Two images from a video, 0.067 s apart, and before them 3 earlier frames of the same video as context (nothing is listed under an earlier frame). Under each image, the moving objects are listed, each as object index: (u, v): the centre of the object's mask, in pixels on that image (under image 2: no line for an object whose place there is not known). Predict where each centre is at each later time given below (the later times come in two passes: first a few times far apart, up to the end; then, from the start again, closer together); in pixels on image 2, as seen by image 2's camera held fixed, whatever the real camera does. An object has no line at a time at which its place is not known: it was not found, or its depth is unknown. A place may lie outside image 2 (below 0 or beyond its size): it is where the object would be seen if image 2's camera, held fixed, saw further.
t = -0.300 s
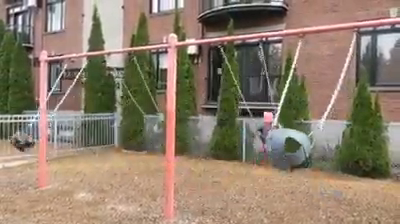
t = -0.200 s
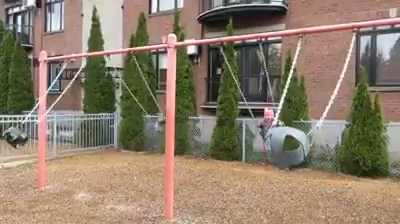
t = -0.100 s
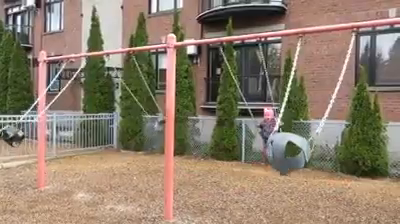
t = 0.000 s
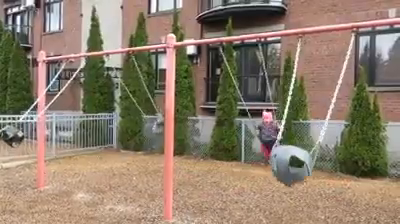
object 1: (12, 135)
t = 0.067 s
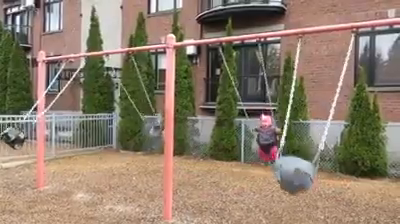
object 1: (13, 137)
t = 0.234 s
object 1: (25, 145)
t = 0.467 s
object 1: (56, 156)
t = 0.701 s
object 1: (91, 149)
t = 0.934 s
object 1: (110, 139)
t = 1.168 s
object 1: (120, 130)
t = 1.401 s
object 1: (118, 132)
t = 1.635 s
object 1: (103, 143)
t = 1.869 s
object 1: (77, 153)
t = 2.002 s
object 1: (58, 156)
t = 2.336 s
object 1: (18, 141)
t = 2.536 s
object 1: (12, 136)
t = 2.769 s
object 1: (21, 143)
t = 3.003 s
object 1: (48, 154)
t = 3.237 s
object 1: (80, 154)
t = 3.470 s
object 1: (105, 142)
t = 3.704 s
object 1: (116, 132)
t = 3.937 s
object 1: (117, 131)
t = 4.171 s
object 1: (105, 142)
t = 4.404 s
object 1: (84, 150)
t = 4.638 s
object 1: (53, 155)
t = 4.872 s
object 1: (25, 145)
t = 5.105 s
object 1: (14, 138)
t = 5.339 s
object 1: (22, 143)
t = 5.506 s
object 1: (38, 152)
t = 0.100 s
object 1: (15, 138)
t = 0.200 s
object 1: (22, 143)
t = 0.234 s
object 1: (25, 145)
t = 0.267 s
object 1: (29, 148)
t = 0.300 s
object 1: (33, 149)
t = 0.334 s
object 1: (37, 151)
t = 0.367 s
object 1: (42, 152)
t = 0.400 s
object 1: (46, 154)
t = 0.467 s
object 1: (56, 156)
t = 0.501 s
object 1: (61, 155)
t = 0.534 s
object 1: (66, 156)
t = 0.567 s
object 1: (71, 155)
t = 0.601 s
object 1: (76, 155)
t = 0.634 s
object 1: (80, 153)
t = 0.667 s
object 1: (84, 151)
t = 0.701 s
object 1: (91, 149)
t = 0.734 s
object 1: (94, 149)
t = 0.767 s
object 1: (98, 147)
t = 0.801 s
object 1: (100, 145)
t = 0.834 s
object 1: (103, 144)
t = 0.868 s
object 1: (107, 141)
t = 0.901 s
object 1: (108, 140)
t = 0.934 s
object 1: (110, 139)
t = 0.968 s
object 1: (113, 136)
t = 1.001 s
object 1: (114, 135)
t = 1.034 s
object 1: (116, 133)
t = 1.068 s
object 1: (117, 132)
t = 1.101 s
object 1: (119, 131)
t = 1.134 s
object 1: (119, 130)
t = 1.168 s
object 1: (120, 130)
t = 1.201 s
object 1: (120, 129)
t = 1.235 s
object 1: (120, 129)
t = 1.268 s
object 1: (120, 129)
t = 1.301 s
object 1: (120, 129)
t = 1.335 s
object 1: (120, 130)
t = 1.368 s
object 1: (118, 131)
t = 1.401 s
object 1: (118, 132)
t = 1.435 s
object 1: (116, 133)
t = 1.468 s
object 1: (115, 134)
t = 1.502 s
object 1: (113, 135)
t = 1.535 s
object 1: (111, 137)
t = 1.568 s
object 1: (109, 140)
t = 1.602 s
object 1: (106, 142)
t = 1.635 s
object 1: (103, 143)
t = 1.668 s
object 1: (99, 146)
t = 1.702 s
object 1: (98, 147)
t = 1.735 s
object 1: (92, 150)
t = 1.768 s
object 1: (89, 151)
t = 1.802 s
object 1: (86, 152)
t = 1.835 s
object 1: (81, 154)
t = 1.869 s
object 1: (77, 153)
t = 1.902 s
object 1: (72, 154)
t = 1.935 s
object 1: (67, 156)
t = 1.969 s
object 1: (62, 156)
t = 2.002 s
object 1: (58, 156)
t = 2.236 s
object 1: (26, 146)
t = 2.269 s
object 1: (23, 144)
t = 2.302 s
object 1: (20, 143)
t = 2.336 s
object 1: (18, 141)
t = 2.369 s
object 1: (16, 139)
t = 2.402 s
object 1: (14, 138)
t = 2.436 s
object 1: (13, 137)
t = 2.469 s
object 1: (12, 137)
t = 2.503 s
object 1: (12, 136)
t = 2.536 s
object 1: (12, 136)
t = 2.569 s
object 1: (12, 136)
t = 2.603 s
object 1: (12, 137)
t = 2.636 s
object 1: (13, 137)
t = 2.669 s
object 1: (14, 138)
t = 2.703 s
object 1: (16, 139)
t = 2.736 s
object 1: (18, 141)
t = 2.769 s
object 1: (21, 143)
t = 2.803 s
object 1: (24, 144)
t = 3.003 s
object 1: (48, 154)
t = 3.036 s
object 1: (53, 156)
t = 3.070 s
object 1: (58, 156)
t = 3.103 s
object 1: (62, 156)
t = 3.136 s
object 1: (67, 156)
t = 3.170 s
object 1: (73, 156)
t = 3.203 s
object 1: (77, 155)
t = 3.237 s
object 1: (80, 154)
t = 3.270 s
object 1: (80, 153)
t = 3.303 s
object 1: (90, 149)
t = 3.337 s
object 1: (94, 148)
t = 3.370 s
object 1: (96, 147)
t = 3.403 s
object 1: (100, 146)
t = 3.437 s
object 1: (102, 144)
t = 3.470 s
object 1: (105, 142)
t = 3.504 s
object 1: (108, 140)
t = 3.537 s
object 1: (109, 139)
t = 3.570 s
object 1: (112, 137)
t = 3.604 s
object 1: (113, 135)
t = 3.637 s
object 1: (114, 134)
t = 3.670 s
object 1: (116, 133)
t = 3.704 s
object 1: (116, 132)
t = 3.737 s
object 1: (118, 131)
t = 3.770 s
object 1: (118, 131)
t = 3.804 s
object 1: (118, 131)
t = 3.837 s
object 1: (118, 131)
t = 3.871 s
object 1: (118, 131)
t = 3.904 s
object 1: (118, 131)
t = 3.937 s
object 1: (117, 131)
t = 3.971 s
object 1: (116, 133)
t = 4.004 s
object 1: (115, 133)
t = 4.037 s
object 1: (114, 134)
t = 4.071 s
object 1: (112, 135)
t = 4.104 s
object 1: (110, 138)
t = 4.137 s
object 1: (108, 138)
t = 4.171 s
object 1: (105, 142)
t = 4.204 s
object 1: (103, 143)
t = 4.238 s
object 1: (98, 144)
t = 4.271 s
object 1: (98, 145)
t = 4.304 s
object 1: (95, 148)
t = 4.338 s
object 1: (91, 149)
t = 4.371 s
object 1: (87, 151)
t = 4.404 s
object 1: (84, 150)
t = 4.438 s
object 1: (79, 152)
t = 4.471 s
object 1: (75, 153)
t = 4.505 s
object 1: (70, 154)
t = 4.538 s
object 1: (66, 155)
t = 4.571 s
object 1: (59, 156)
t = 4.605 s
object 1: (56, 156)
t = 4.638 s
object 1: (53, 155)
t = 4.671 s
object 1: (48, 155)
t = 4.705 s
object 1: (43, 154)
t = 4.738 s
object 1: (40, 153)
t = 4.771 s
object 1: (36, 152)
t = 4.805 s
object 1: (32, 149)
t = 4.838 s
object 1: (29, 148)
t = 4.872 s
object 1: (25, 145)
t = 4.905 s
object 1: (22, 144)
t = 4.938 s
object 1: (20, 142)
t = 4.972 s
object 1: (18, 141)
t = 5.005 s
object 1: (16, 140)
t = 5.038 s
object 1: (16, 140)
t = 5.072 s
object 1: (15, 139)
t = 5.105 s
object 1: (14, 138)
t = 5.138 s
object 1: (14, 138)
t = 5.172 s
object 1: (14, 139)
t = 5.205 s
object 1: (15, 139)
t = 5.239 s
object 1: (17, 140)
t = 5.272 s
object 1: (18, 141)
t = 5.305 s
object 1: (20, 142)
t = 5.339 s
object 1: (22, 143)
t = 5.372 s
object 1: (25, 145)
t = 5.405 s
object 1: (28, 147)
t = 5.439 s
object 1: (31, 148)
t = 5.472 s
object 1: (35, 151)
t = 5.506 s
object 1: (38, 152)
